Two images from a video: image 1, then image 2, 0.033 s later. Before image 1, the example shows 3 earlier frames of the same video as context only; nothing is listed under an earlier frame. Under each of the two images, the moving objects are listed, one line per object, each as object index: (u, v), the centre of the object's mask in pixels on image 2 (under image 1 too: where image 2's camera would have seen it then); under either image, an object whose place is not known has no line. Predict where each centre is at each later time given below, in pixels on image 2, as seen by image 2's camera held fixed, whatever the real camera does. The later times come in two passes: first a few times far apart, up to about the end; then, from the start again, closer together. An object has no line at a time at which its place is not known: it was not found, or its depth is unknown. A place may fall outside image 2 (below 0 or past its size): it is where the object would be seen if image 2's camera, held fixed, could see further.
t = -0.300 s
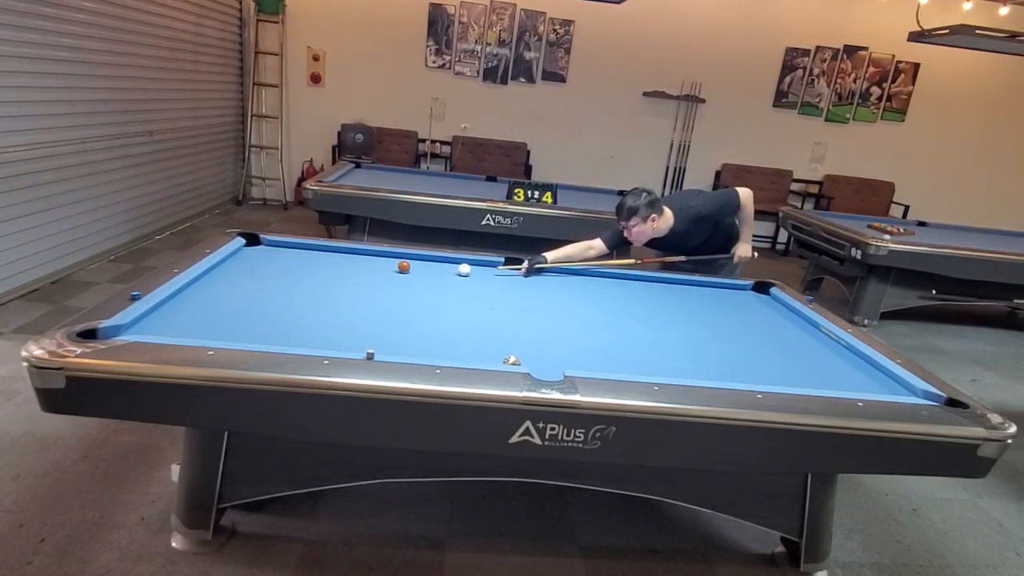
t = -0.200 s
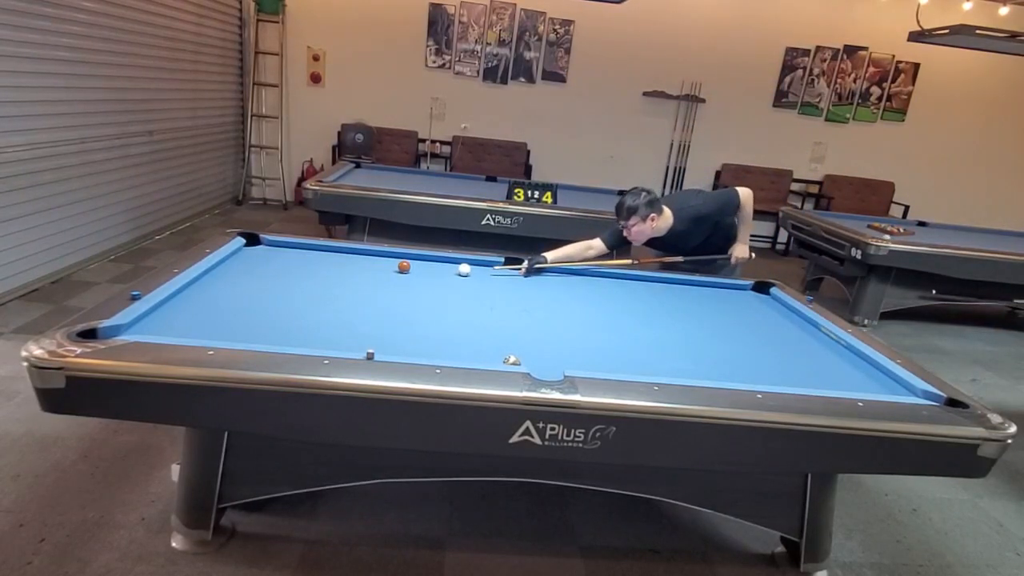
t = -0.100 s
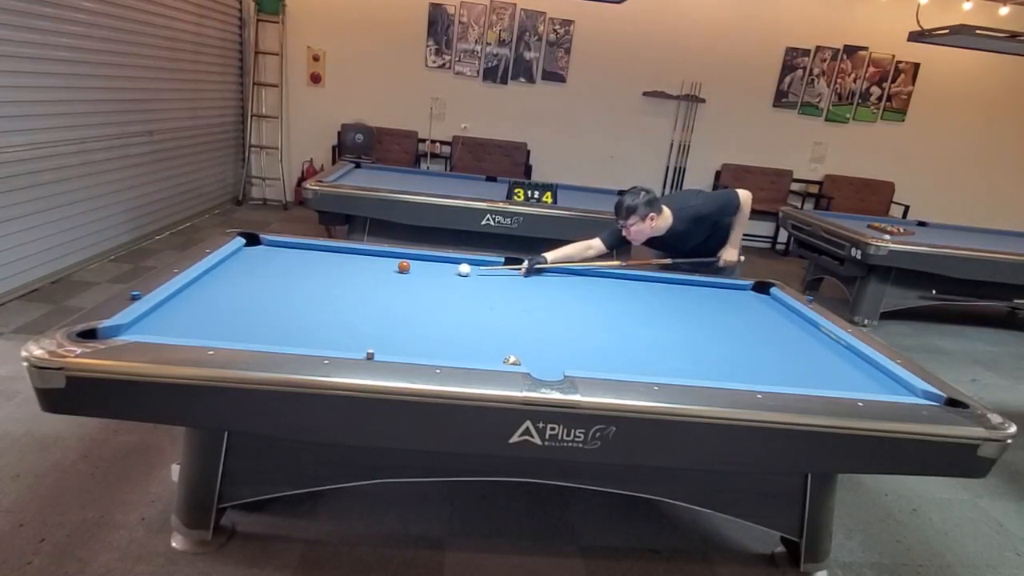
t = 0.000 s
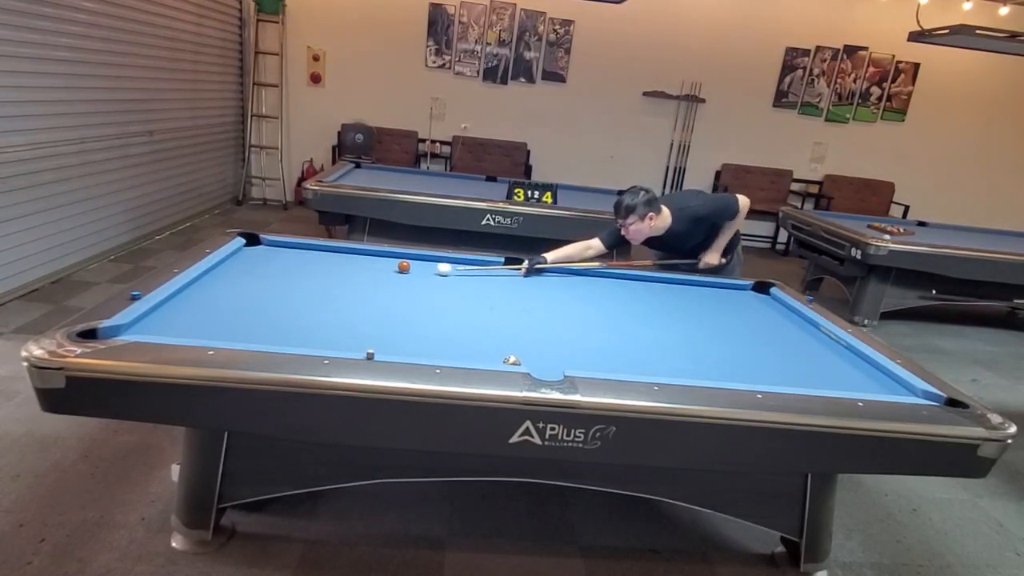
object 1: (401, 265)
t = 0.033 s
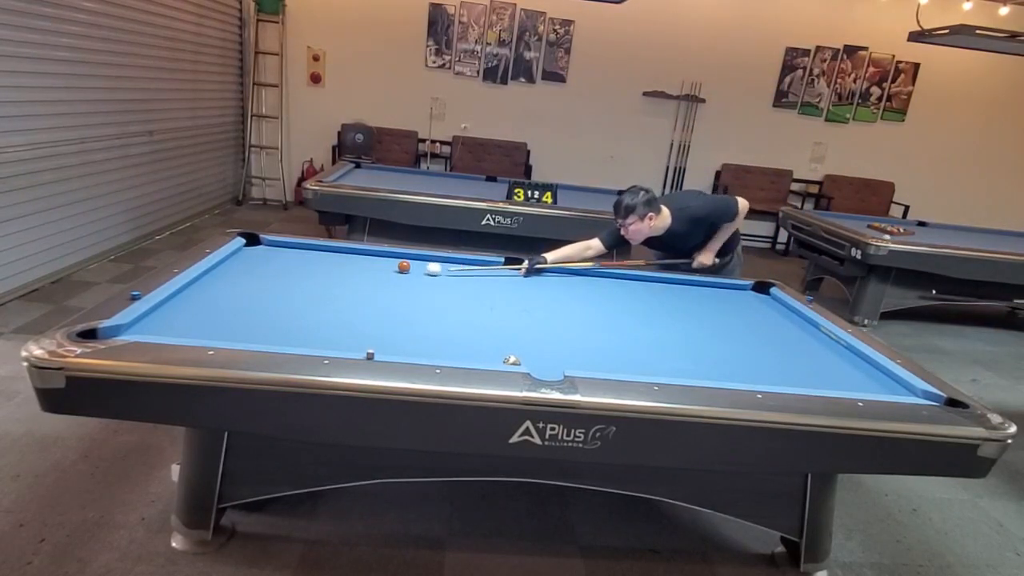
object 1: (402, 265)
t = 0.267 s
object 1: (375, 261)
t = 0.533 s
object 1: (341, 255)
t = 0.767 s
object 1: (313, 249)
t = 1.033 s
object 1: (285, 244)
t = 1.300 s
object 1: (259, 243)
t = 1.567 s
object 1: (259, 243)
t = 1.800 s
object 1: (267, 243)
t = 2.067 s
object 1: (276, 243)
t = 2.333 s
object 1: (282, 244)
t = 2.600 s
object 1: (288, 246)
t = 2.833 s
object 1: (290, 246)
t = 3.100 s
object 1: (292, 246)
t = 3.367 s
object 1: (294, 246)
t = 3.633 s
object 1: (294, 246)
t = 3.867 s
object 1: (293, 246)
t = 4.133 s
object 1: (294, 246)
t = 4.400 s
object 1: (294, 247)
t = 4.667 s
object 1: (296, 247)
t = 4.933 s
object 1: (295, 247)
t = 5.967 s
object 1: (295, 246)
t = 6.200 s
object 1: (294, 246)
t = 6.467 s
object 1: (294, 246)
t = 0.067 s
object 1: (402, 265)
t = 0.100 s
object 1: (401, 265)
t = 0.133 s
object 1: (394, 264)
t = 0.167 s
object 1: (389, 263)
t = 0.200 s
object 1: (384, 262)
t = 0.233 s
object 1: (379, 262)
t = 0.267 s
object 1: (375, 261)
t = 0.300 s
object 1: (370, 260)
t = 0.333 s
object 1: (365, 259)
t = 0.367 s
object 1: (362, 258)
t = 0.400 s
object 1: (358, 257)
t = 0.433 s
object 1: (354, 257)
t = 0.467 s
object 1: (349, 255)
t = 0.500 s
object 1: (346, 255)
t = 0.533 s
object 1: (341, 255)
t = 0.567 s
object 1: (338, 254)
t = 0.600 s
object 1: (333, 253)
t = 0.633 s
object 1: (329, 252)
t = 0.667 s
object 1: (325, 252)
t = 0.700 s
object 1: (321, 251)
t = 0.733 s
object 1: (318, 250)
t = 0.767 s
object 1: (313, 249)
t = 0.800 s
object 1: (310, 249)
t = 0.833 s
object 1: (306, 248)
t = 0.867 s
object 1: (302, 248)
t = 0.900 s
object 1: (299, 247)
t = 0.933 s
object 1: (295, 246)
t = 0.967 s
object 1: (292, 245)
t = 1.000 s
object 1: (289, 245)
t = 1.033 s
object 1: (285, 244)
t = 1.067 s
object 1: (281, 244)
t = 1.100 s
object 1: (278, 244)
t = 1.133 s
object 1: (275, 244)
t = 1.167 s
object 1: (271, 244)
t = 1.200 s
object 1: (268, 243)
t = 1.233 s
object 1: (265, 243)
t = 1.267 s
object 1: (262, 243)
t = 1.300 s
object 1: (259, 243)
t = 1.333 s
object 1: (256, 243)
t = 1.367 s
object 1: (252, 243)
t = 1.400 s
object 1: (252, 243)
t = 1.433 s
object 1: (253, 243)
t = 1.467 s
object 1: (254, 243)
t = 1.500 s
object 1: (256, 243)
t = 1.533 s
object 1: (257, 243)
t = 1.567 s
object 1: (259, 243)
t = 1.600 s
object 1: (260, 243)
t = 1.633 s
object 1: (261, 243)
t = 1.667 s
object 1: (263, 243)
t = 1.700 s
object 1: (264, 243)
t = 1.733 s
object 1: (265, 243)
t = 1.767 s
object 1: (266, 243)
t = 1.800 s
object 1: (267, 243)
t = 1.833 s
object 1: (268, 243)
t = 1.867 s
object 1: (269, 243)
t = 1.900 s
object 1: (271, 243)
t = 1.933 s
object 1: (272, 243)
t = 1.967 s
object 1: (273, 243)
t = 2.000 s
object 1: (274, 243)
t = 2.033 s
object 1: (275, 243)
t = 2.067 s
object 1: (276, 243)
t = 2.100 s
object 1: (277, 243)
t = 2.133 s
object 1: (277, 243)
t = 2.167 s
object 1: (278, 243)
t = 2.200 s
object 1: (279, 244)
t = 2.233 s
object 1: (279, 244)
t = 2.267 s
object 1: (279, 244)
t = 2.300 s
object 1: (280, 244)
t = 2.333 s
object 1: (282, 244)
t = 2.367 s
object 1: (283, 244)
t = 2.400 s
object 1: (284, 244)
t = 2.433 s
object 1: (284, 244)
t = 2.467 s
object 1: (285, 245)
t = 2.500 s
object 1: (286, 245)
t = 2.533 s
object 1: (287, 245)
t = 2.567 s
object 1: (287, 245)
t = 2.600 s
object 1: (288, 246)
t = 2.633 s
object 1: (288, 245)
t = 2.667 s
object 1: (289, 245)
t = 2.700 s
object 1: (289, 246)
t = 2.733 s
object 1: (290, 246)
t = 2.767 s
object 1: (290, 246)
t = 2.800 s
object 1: (290, 246)
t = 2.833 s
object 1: (290, 246)
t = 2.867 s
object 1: (291, 246)
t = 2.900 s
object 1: (291, 246)
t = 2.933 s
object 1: (291, 246)
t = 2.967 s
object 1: (292, 246)
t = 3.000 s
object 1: (292, 246)
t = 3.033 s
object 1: (292, 246)
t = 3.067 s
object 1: (292, 246)
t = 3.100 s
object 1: (292, 246)
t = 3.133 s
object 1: (292, 246)
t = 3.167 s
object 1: (292, 247)
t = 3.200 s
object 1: (293, 247)
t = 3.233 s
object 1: (293, 247)
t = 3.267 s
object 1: (293, 246)
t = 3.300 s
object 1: (293, 247)
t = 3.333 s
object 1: (293, 247)
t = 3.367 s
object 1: (294, 246)
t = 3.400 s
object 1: (294, 246)
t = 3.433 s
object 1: (294, 246)
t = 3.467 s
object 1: (294, 246)
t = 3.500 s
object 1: (294, 246)
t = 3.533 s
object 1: (294, 246)
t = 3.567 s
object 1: (294, 246)
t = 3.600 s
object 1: (294, 246)
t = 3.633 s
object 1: (294, 246)
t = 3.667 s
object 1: (294, 246)
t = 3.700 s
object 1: (294, 246)
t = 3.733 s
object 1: (294, 246)
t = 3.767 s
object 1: (294, 246)
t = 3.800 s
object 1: (294, 246)
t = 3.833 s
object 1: (293, 246)
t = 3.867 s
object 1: (293, 246)
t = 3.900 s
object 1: (293, 246)
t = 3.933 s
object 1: (293, 246)
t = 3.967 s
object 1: (293, 246)
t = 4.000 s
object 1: (294, 246)
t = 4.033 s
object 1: (293, 246)
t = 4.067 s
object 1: (294, 246)
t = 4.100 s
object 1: (294, 246)
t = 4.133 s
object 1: (294, 246)
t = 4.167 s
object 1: (294, 246)
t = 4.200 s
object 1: (294, 247)
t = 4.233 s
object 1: (294, 247)
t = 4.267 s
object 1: (294, 247)
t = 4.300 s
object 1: (294, 247)
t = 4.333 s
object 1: (294, 247)
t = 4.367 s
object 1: (294, 247)
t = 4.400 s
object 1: (294, 247)
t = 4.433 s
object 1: (294, 247)
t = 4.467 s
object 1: (295, 247)
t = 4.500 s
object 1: (295, 247)
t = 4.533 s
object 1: (295, 247)
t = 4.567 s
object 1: (295, 247)
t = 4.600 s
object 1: (294, 247)
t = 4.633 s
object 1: (294, 247)
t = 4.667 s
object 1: (296, 247)
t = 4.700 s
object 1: (299, 249)
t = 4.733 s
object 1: (293, 246)
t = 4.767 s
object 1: (295, 247)
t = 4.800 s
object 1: (295, 247)
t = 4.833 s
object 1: (295, 247)
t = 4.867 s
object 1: (295, 247)
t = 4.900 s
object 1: (295, 247)
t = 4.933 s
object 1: (295, 247)
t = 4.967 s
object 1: (295, 247)
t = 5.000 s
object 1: (296, 247)
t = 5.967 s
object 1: (295, 246)
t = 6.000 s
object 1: (295, 246)
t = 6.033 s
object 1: (295, 247)
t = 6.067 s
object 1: (294, 246)
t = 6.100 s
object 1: (294, 246)
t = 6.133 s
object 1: (295, 246)
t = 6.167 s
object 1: (295, 247)
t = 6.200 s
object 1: (294, 246)
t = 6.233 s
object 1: (294, 246)
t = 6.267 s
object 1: (294, 246)
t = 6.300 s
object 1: (294, 246)
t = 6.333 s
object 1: (294, 246)
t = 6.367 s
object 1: (294, 246)
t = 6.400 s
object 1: (294, 246)
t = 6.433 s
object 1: (294, 246)
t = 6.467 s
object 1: (294, 246)
